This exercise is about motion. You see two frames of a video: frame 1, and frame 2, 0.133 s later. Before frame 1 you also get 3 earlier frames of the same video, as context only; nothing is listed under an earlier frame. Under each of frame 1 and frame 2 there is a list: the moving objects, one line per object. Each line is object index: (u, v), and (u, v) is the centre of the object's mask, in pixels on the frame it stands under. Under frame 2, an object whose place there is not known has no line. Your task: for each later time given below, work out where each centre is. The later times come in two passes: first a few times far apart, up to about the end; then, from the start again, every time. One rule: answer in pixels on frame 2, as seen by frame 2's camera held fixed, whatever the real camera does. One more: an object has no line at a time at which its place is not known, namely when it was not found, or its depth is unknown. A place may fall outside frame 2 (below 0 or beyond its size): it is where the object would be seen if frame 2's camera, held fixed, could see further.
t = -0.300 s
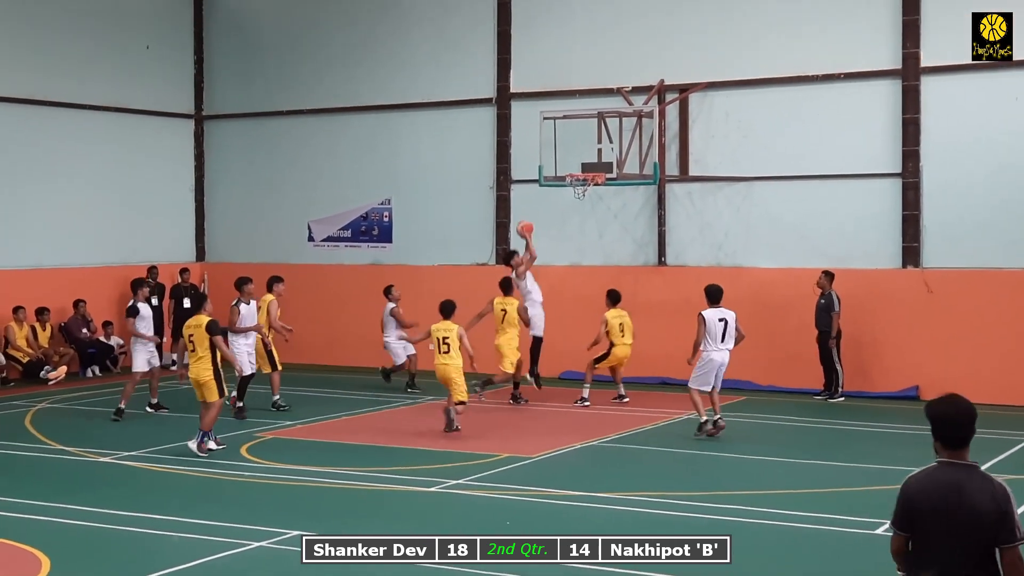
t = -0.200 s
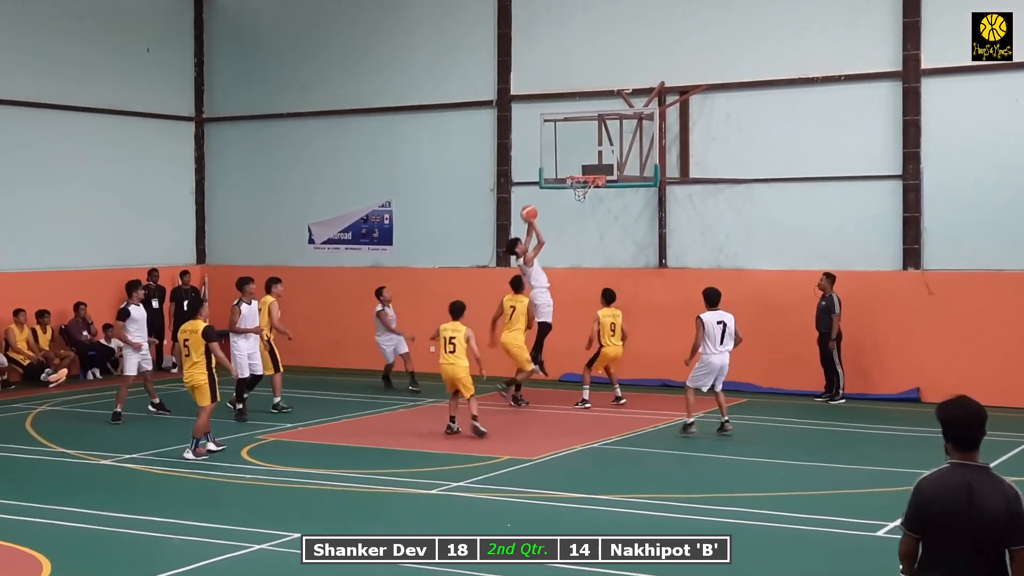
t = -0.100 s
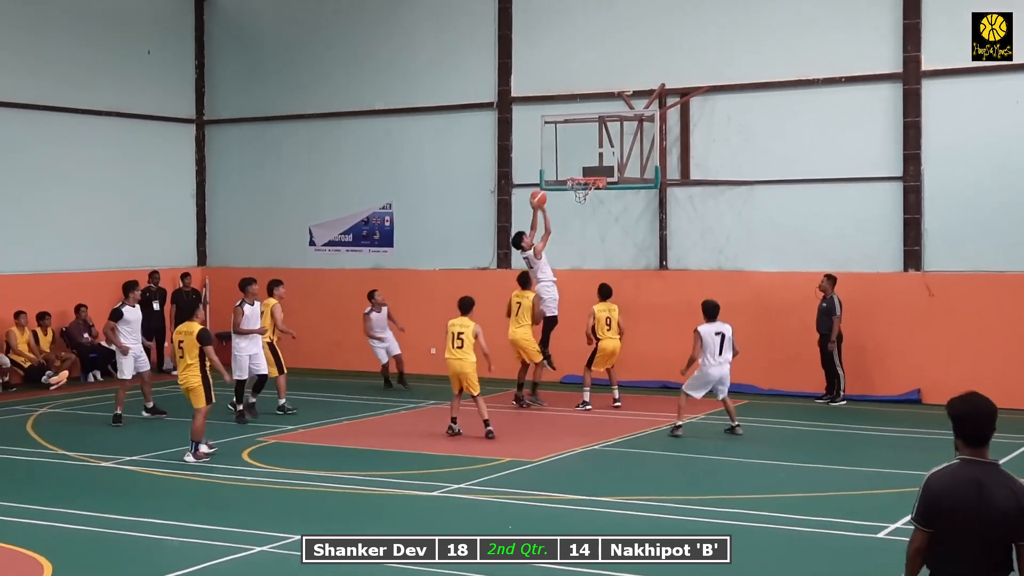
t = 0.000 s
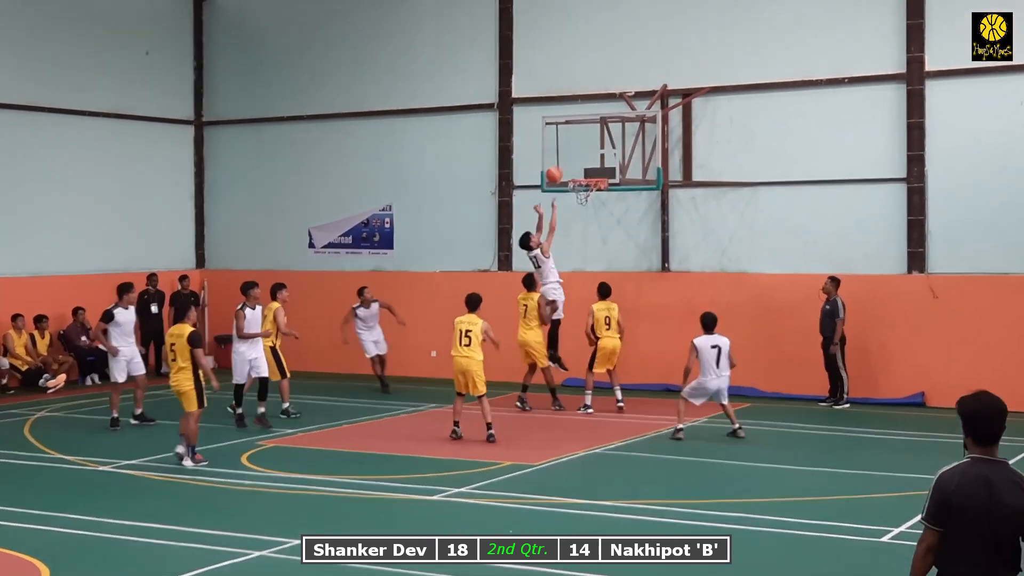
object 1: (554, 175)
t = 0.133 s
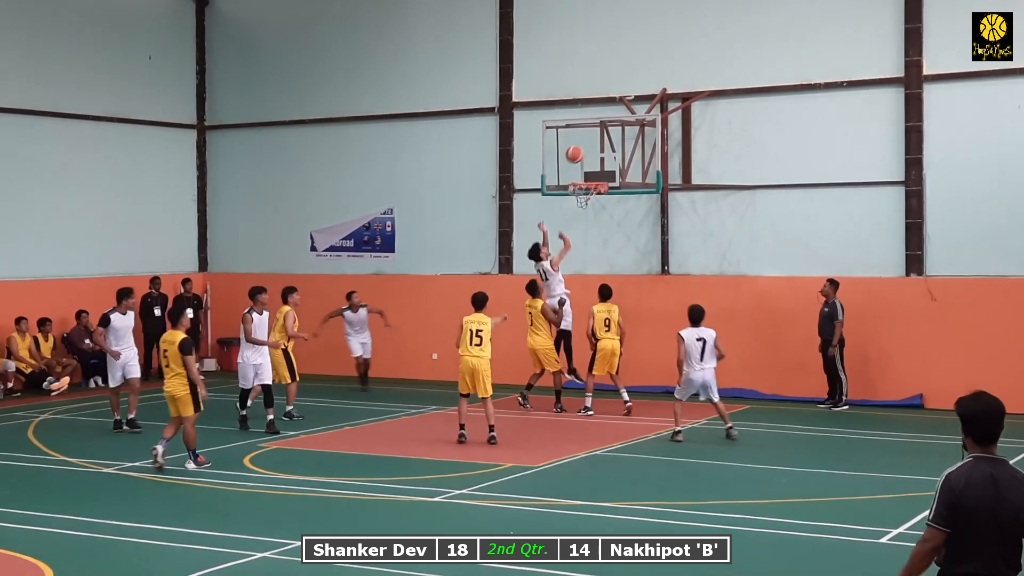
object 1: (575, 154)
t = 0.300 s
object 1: (583, 156)
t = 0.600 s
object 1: (580, 186)
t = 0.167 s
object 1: (579, 151)
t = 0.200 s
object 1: (580, 151)
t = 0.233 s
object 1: (581, 152)
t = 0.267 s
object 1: (582, 153)
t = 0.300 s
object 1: (583, 156)
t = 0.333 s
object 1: (584, 159)
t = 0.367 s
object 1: (585, 163)
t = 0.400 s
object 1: (586, 168)
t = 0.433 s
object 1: (588, 174)
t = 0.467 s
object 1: (588, 178)
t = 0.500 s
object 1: (586, 178)
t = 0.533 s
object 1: (583, 180)
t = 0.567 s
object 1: (580, 184)
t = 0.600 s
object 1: (580, 186)
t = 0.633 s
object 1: (584, 189)
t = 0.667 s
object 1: (587, 192)
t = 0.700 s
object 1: (589, 196)
